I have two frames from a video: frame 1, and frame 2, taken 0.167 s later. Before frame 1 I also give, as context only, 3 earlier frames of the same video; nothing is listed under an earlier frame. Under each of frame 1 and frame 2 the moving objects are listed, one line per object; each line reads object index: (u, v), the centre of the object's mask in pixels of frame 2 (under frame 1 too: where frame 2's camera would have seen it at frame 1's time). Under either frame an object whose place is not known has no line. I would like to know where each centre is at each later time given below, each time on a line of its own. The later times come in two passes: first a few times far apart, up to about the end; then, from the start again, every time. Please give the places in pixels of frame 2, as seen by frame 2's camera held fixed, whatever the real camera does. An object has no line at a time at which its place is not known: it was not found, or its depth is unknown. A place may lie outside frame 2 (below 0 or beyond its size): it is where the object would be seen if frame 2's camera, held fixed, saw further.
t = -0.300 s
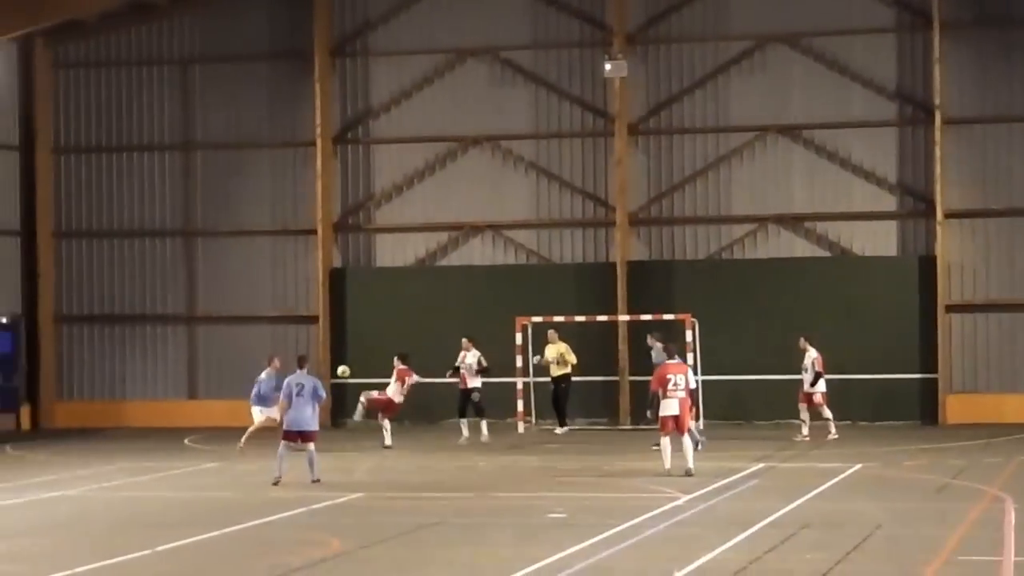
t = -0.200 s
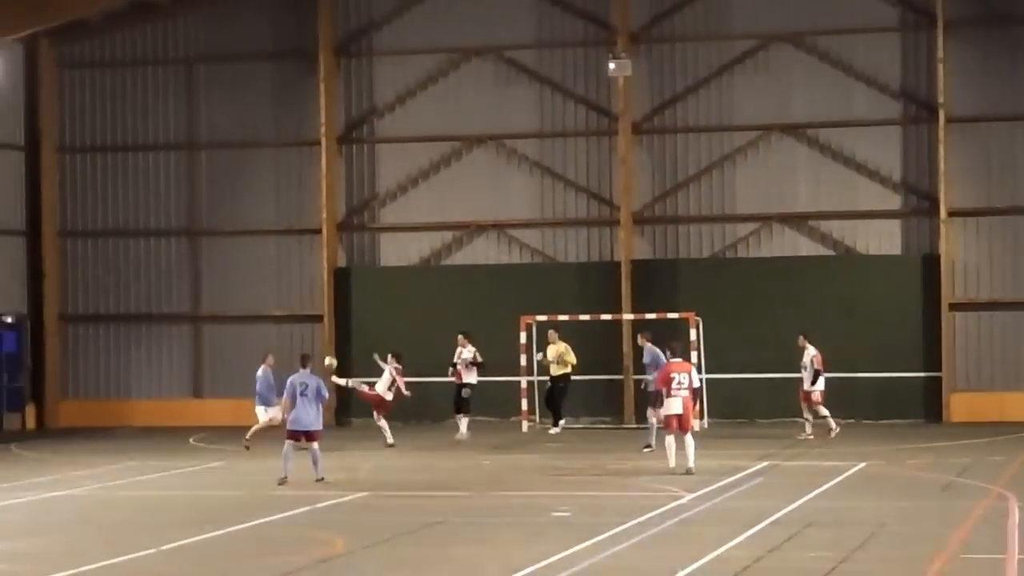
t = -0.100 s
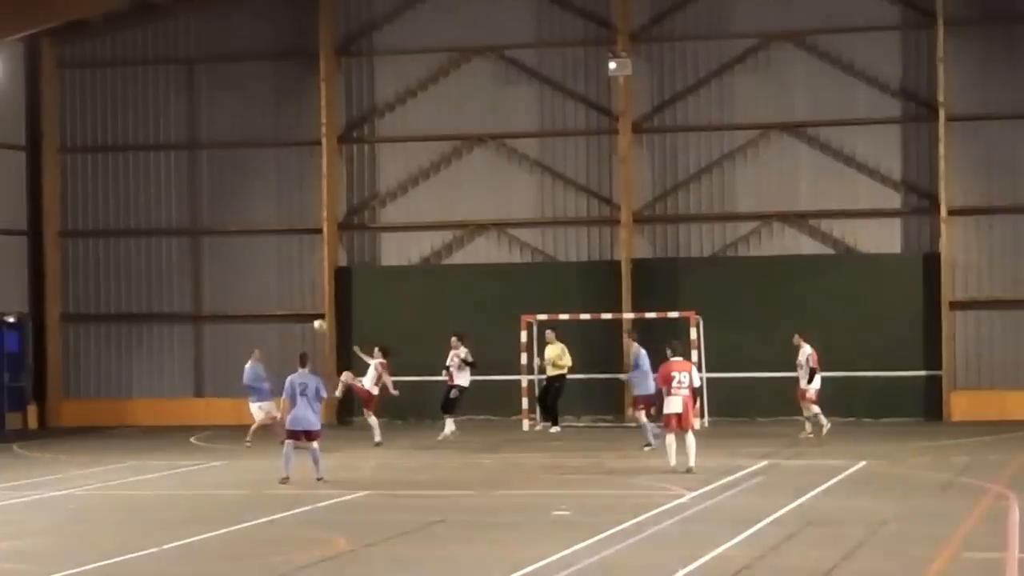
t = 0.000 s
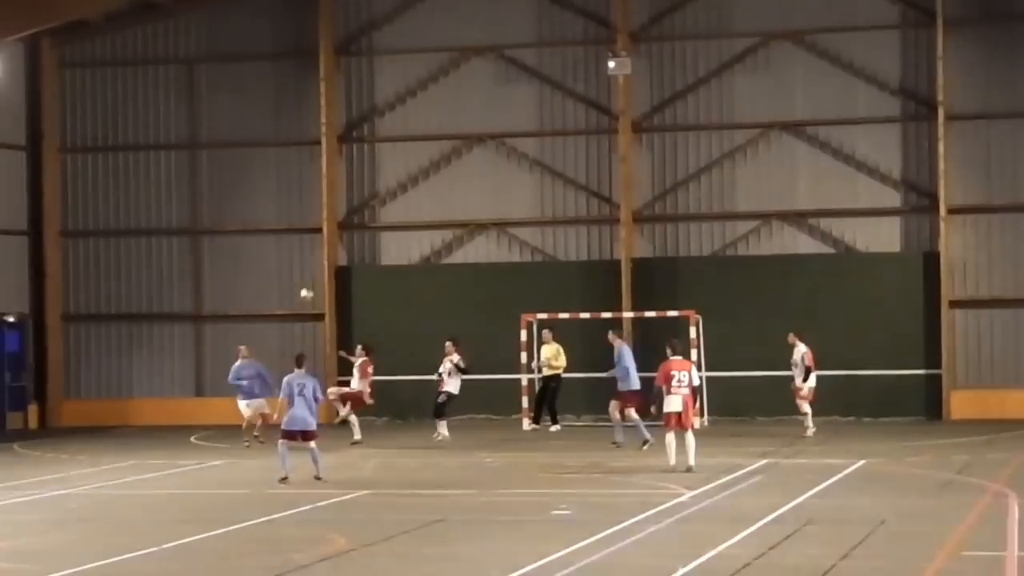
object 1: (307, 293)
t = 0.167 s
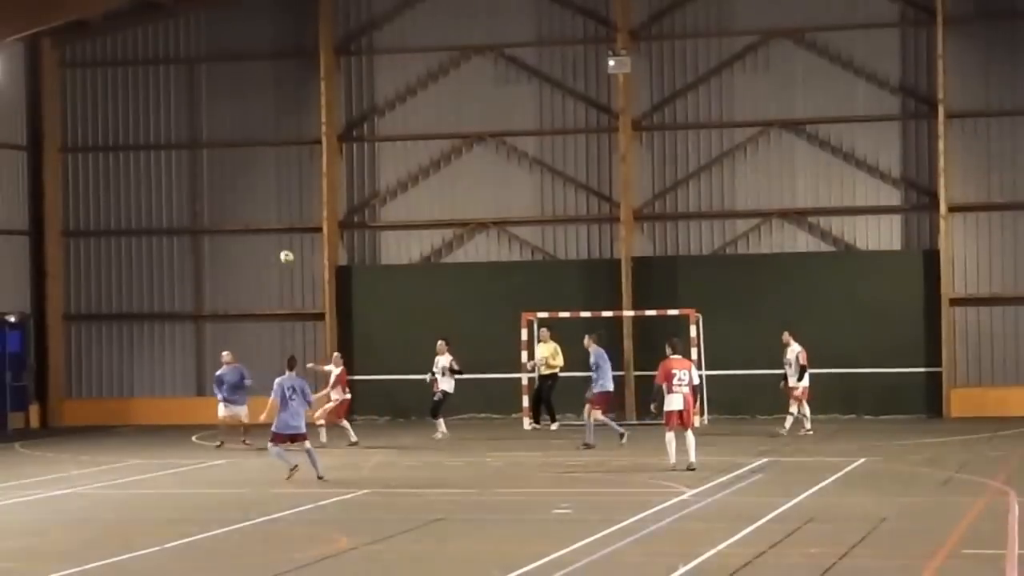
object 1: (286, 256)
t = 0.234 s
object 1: (278, 246)
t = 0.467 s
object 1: (248, 230)
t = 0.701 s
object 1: (219, 250)
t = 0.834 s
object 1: (203, 278)
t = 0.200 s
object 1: (282, 251)
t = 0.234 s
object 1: (278, 246)
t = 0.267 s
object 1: (274, 242)
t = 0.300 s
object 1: (270, 238)
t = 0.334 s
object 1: (266, 236)
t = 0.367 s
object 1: (262, 233)
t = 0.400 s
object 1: (257, 231)
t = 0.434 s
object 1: (253, 230)
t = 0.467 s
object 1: (248, 230)
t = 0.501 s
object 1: (245, 231)
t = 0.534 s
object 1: (240, 232)
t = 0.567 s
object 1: (236, 234)
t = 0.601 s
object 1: (232, 237)
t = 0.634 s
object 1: (228, 241)
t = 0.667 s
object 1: (224, 245)
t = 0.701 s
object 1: (219, 250)
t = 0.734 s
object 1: (216, 256)
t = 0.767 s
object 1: (211, 262)
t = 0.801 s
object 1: (207, 270)
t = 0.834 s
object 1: (203, 278)
